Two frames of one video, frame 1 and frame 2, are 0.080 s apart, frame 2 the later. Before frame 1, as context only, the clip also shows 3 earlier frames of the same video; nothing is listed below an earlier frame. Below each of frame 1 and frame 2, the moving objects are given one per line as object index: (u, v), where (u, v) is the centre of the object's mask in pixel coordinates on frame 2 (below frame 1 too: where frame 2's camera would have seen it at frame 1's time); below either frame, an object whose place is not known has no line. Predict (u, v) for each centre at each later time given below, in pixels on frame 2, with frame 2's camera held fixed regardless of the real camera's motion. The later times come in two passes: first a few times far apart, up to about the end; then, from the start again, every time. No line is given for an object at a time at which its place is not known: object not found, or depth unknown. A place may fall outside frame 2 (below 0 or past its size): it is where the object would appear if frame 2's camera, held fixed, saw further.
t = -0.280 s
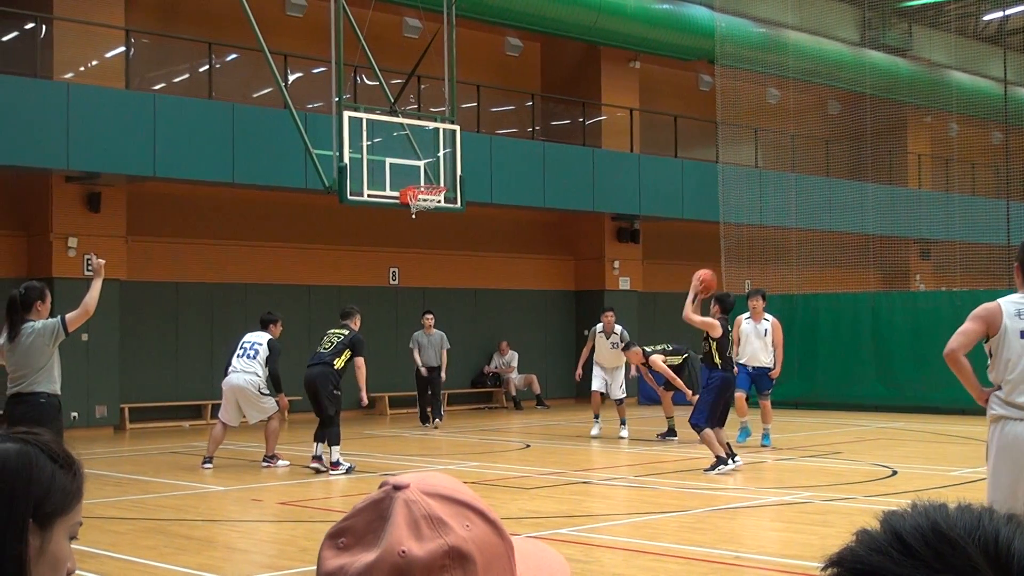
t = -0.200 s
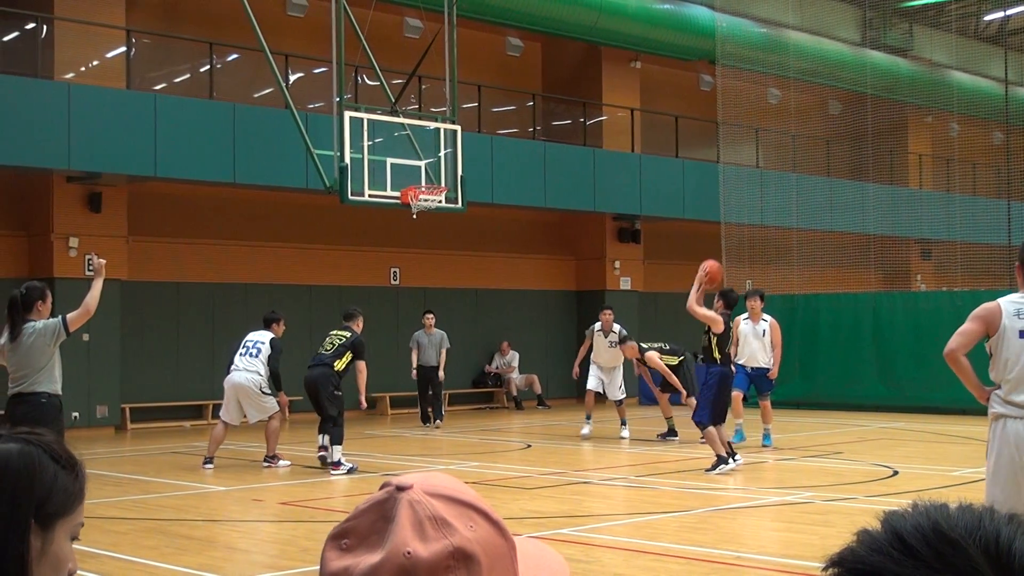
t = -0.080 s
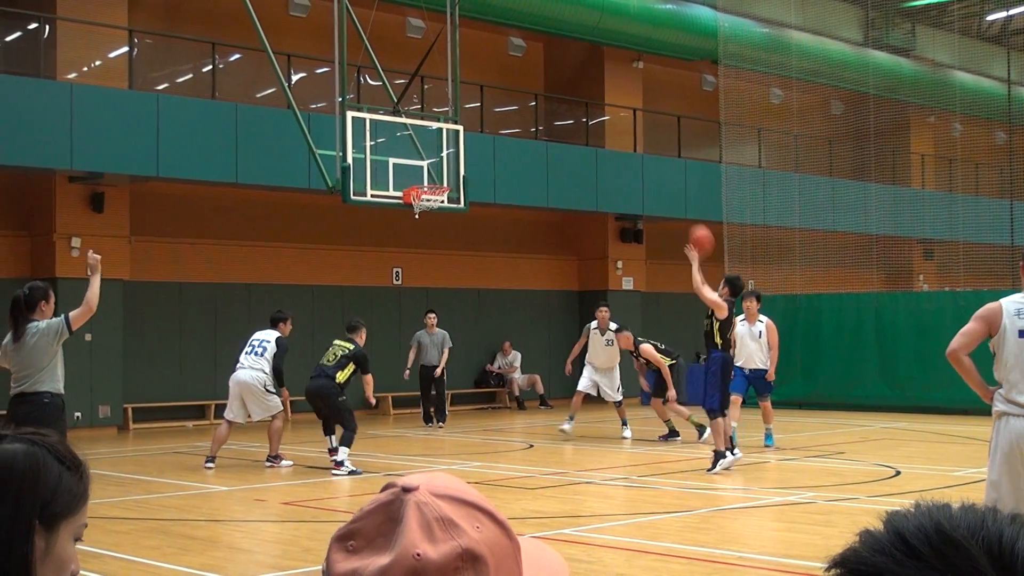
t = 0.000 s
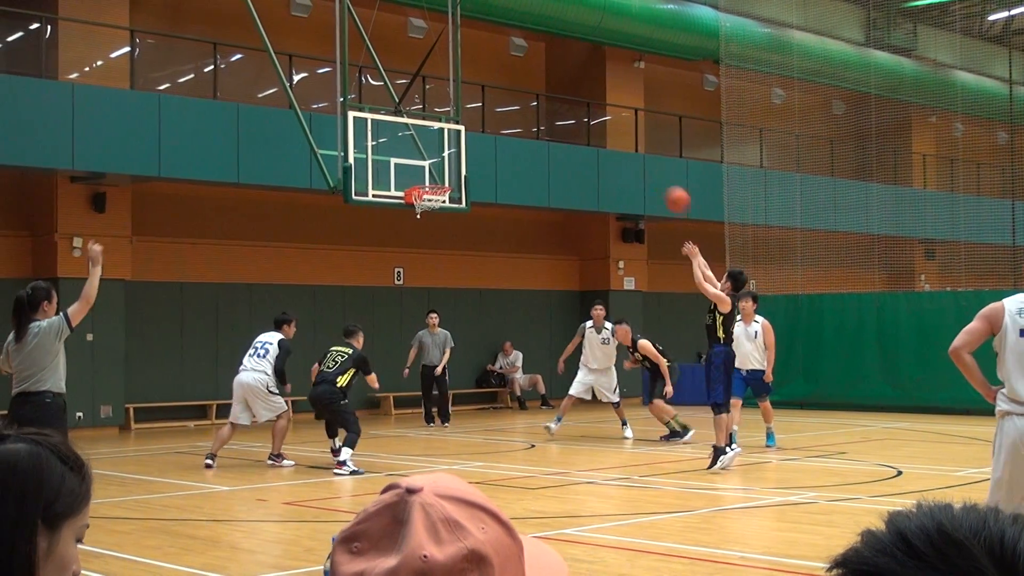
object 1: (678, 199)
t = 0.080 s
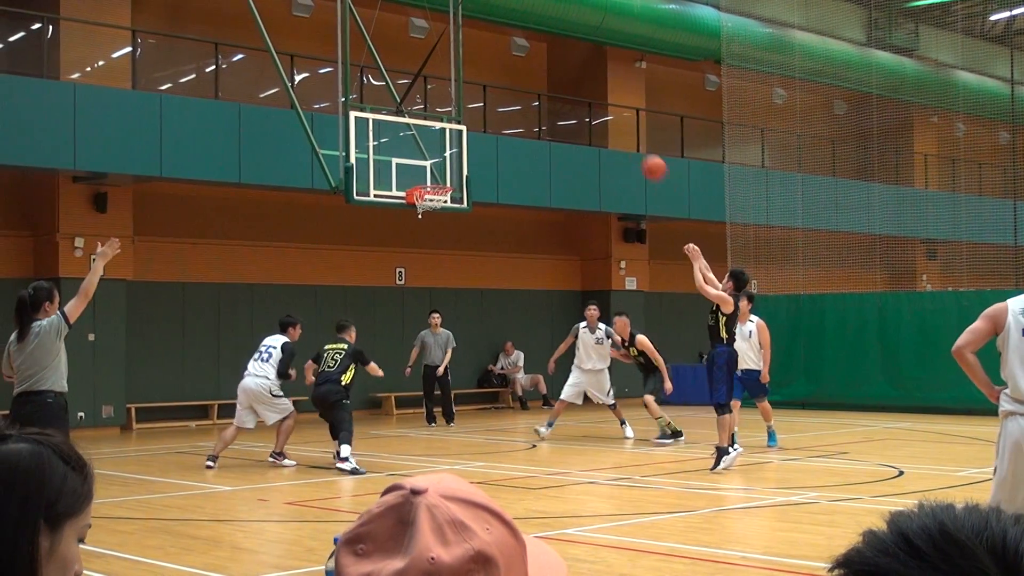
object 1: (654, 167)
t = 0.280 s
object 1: (594, 117)
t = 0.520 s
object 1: (531, 106)
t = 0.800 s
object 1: (464, 154)
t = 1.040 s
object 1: (453, 154)
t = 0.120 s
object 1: (642, 154)
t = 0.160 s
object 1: (630, 142)
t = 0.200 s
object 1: (617, 131)
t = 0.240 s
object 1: (605, 123)
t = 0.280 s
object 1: (594, 117)
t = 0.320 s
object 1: (584, 111)
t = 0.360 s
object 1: (573, 108)
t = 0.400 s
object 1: (562, 105)
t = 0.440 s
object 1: (552, 104)
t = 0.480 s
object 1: (541, 104)
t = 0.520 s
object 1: (531, 106)
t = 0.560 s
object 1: (521, 109)
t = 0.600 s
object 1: (511, 114)
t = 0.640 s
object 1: (501, 119)
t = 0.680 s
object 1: (492, 125)
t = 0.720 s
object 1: (483, 133)
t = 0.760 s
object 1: (474, 143)
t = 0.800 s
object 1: (464, 154)
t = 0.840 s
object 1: (455, 165)
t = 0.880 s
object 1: (447, 178)
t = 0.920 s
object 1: (448, 171)
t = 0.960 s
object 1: (449, 164)
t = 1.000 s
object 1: (451, 159)
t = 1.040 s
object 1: (453, 154)
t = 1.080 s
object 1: (455, 151)
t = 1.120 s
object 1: (456, 149)
